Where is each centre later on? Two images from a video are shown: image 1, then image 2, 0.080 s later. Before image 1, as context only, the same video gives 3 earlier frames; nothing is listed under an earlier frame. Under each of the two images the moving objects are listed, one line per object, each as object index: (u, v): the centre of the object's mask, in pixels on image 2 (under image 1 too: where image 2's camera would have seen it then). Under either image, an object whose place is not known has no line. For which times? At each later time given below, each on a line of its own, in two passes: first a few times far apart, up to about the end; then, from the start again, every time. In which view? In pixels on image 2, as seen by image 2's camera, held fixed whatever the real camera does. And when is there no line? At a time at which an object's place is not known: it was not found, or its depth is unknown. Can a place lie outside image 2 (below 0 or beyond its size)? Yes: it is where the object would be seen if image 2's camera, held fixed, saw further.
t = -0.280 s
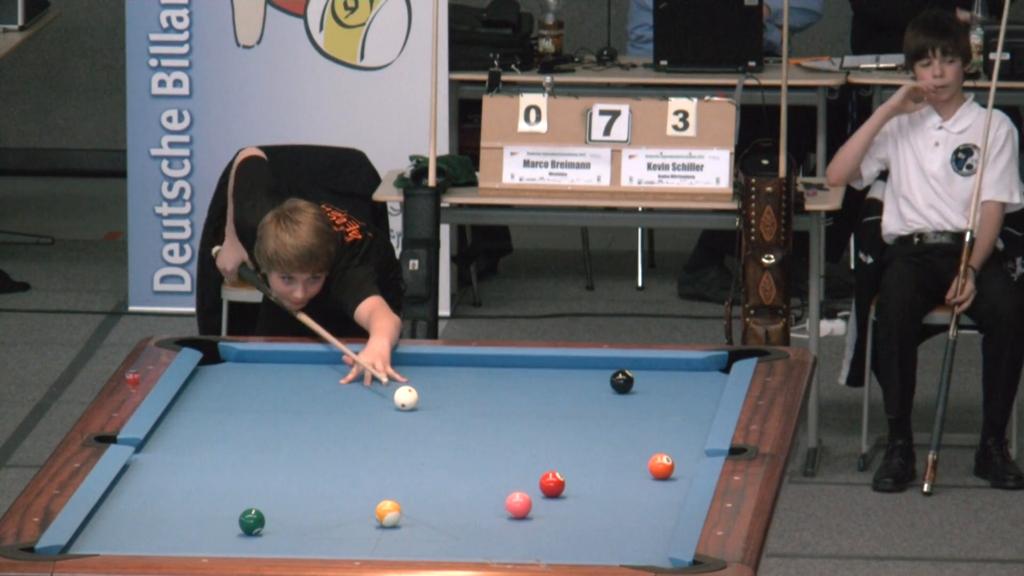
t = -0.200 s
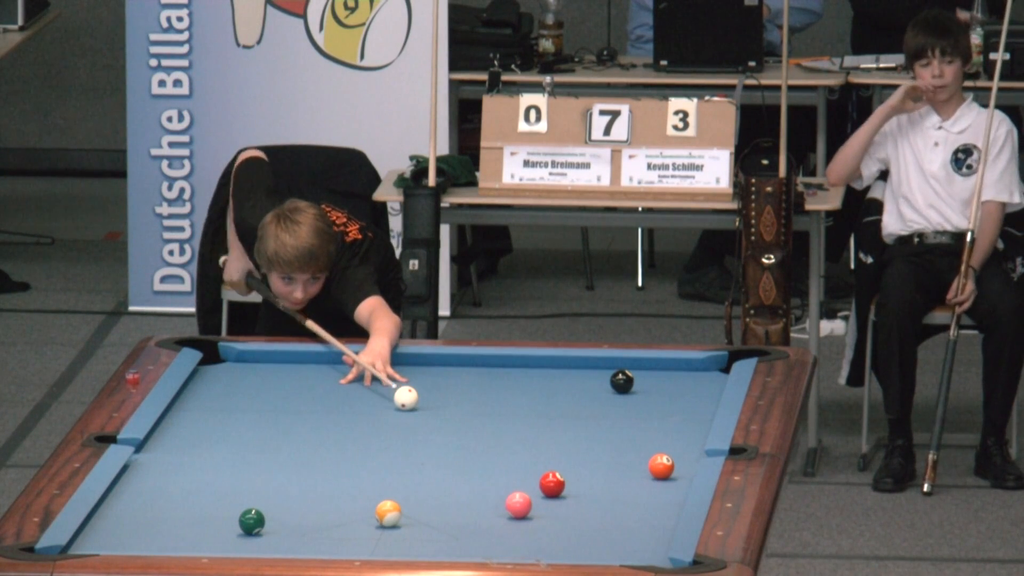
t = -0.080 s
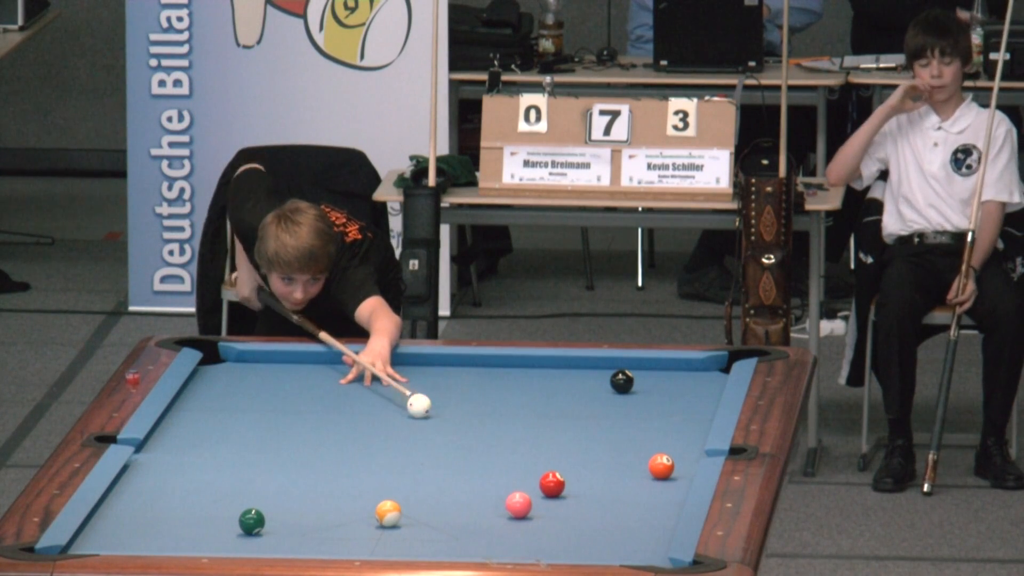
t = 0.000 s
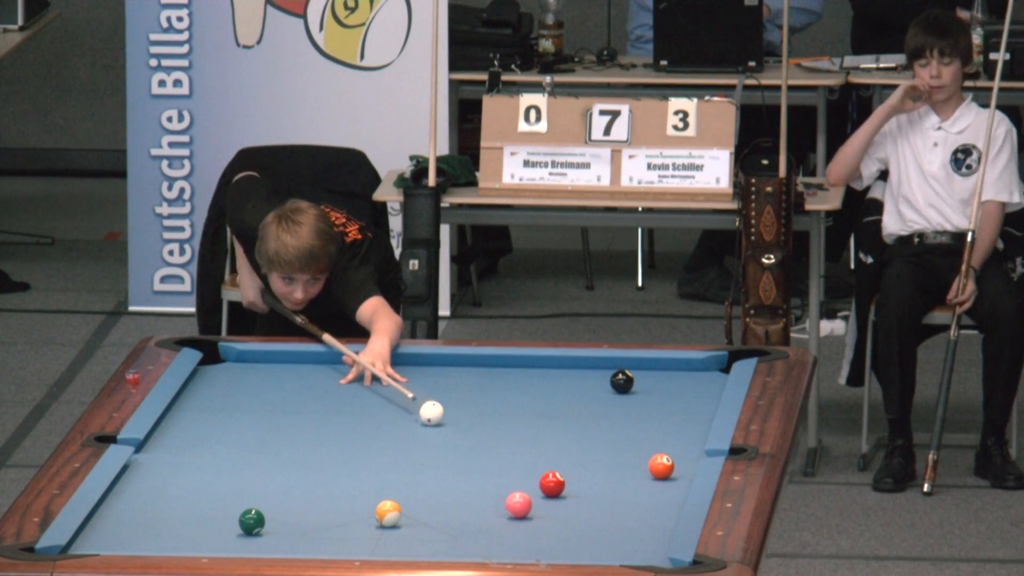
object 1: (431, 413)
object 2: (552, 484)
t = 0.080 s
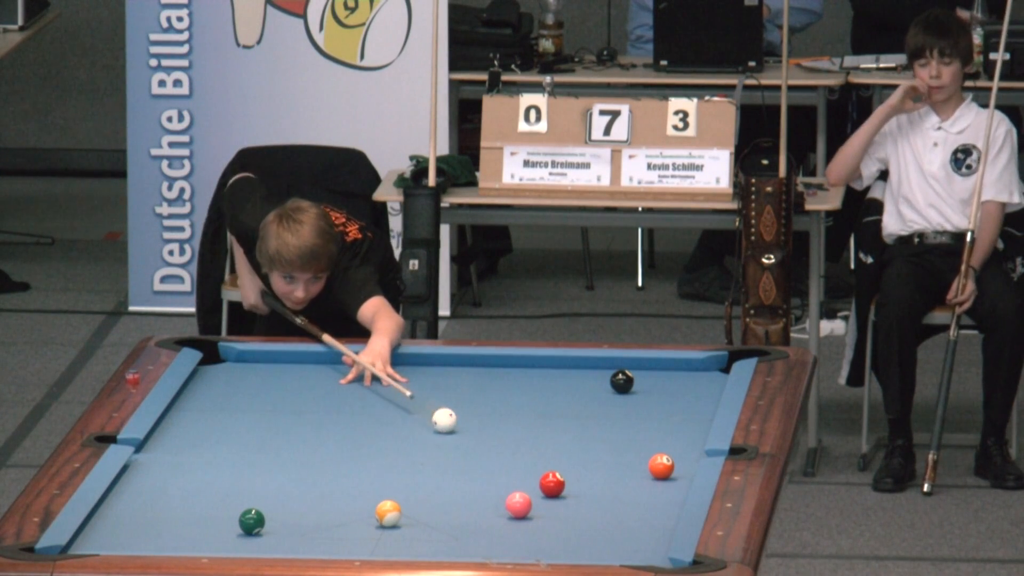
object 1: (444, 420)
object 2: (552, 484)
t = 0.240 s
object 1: (470, 435)
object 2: (552, 484)
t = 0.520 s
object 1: (515, 461)
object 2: (552, 484)
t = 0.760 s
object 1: (547, 476)
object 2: (556, 488)
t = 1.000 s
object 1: (569, 482)
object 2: (573, 504)
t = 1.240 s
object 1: (589, 488)
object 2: (587, 519)
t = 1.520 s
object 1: (609, 493)
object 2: (604, 536)
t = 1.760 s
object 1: (625, 497)
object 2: (618, 549)
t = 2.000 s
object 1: (638, 500)
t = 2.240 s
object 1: (651, 503)
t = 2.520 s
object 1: (664, 507)
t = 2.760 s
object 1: (669, 509)
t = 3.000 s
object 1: (665, 510)
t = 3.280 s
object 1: (661, 510)
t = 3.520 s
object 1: (659, 510)
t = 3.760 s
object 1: (659, 510)
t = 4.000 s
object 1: (659, 510)
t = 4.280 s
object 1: (659, 510)
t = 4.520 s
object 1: (659, 510)
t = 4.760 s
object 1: (659, 510)
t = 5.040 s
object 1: (659, 510)
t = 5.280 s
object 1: (659, 510)
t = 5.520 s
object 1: (659, 510)
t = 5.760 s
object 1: (659, 510)
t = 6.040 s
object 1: (659, 510)
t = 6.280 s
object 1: (659, 510)
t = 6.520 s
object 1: (659, 510)
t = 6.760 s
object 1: (659, 510)
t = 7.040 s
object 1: (659, 510)
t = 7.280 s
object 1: (659, 510)
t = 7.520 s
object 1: (659, 510)
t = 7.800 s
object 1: (659, 510)
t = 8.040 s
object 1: (659, 510)
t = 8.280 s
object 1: (659, 510)
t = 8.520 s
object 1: (659, 510)
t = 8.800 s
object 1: (659, 510)
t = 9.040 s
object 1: (659, 510)
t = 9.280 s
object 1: (659, 510)
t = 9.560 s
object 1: (659, 510)
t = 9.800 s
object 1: (659, 510)
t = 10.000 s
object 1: (659, 510)
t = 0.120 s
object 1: (450, 424)
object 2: (552, 484)
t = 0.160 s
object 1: (457, 428)
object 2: (552, 484)
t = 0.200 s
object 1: (463, 431)
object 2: (552, 484)
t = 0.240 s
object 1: (470, 435)
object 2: (552, 484)
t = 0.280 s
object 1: (476, 439)
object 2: (552, 484)
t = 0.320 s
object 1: (482, 443)
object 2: (552, 484)
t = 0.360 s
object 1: (489, 446)
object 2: (552, 484)
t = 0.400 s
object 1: (495, 450)
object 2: (552, 484)
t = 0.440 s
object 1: (502, 454)
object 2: (552, 484)
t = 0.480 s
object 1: (508, 458)
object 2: (552, 484)
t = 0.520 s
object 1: (515, 461)
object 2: (552, 484)
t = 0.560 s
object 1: (521, 465)
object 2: (552, 484)
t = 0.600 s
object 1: (528, 469)
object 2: (552, 484)
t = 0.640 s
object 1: (533, 472)
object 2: (552, 484)
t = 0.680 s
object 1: (538, 474)
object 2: (552, 484)
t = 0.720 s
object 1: (543, 475)
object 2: (552, 485)
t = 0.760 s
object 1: (547, 476)
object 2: (556, 488)
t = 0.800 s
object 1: (551, 476)
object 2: (559, 491)
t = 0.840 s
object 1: (554, 478)
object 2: (562, 495)
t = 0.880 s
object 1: (559, 478)
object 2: (565, 497)
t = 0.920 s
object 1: (562, 480)
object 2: (568, 500)
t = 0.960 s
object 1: (566, 481)
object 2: (570, 502)
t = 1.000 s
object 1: (569, 482)
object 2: (573, 504)
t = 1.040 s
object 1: (573, 483)
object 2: (575, 506)
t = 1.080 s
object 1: (576, 485)
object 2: (577, 509)
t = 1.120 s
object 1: (580, 486)
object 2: (580, 512)
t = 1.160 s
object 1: (582, 487)
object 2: (582, 514)
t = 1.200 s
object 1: (586, 488)
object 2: (585, 517)
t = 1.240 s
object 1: (589, 488)
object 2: (587, 519)
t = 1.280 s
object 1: (592, 489)
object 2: (589, 522)
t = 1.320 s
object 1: (595, 490)
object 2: (592, 524)
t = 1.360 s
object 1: (598, 491)
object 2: (594, 527)
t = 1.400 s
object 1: (601, 491)
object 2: (597, 529)
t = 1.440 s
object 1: (603, 492)
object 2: (599, 531)
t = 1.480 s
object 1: (606, 493)
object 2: (602, 534)
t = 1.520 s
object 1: (609, 493)
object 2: (604, 536)
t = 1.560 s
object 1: (611, 494)
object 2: (606, 539)
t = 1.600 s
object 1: (614, 495)
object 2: (609, 541)
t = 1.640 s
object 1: (617, 495)
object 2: (611, 544)
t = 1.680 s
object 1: (619, 496)
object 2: (613, 546)
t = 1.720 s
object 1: (622, 497)
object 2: (616, 548)
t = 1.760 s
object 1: (625, 497)
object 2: (618, 549)
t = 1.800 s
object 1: (627, 498)
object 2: (621, 551)
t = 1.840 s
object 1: (629, 498)
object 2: (623, 552)
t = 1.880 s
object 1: (632, 499)
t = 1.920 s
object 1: (634, 499)
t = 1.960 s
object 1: (636, 500)
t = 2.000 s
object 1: (638, 500)
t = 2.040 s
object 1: (640, 501)
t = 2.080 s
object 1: (642, 502)
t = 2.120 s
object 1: (644, 502)
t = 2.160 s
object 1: (647, 503)
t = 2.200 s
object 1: (649, 503)
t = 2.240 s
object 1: (651, 503)
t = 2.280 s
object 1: (653, 505)
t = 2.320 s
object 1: (655, 505)
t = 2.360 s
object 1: (656, 505)
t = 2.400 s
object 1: (658, 506)
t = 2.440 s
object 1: (660, 506)
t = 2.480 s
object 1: (662, 507)
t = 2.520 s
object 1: (664, 507)
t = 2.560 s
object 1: (666, 507)
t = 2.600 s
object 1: (667, 508)
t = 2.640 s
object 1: (669, 508)
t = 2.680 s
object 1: (670, 508)
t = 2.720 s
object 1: (670, 509)
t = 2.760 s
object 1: (669, 509)
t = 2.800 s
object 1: (669, 509)
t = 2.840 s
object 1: (668, 509)
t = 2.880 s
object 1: (668, 510)
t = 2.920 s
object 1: (667, 509)
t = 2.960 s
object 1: (666, 510)
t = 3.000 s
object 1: (665, 510)
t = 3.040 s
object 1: (664, 510)
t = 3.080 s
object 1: (664, 510)
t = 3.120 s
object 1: (663, 510)
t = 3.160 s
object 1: (662, 510)
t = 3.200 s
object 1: (662, 510)
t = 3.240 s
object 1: (661, 510)
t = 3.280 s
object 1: (661, 510)
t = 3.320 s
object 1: (661, 510)
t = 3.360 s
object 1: (661, 510)
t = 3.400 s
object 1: (660, 510)
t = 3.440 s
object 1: (660, 510)
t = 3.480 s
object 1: (659, 510)
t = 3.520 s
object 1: (659, 510)
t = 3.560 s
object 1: (659, 510)
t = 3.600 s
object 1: (659, 510)
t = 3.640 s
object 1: (659, 510)
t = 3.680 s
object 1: (659, 510)
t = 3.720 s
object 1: (659, 510)
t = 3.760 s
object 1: (659, 510)
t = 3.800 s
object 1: (659, 510)
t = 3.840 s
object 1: (659, 510)
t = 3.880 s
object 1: (659, 510)
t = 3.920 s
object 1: (659, 510)
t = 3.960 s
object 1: (659, 510)
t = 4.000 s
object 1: (659, 510)
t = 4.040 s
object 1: (659, 510)
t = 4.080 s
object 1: (659, 510)
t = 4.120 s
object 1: (659, 510)
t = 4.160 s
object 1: (659, 510)
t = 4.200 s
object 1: (659, 510)
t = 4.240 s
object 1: (659, 510)
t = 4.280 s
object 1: (659, 510)
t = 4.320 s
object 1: (659, 510)
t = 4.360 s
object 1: (659, 510)
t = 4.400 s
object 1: (659, 510)
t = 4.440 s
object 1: (659, 510)
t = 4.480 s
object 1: (659, 510)
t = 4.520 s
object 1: (659, 510)
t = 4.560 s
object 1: (659, 510)
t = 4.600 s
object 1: (659, 510)
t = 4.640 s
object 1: (659, 510)
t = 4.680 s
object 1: (659, 510)
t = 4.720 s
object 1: (659, 510)
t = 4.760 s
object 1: (659, 510)
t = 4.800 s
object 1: (659, 510)
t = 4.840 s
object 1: (659, 510)
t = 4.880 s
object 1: (659, 510)
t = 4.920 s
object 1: (659, 510)
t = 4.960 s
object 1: (659, 510)
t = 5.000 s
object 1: (659, 510)
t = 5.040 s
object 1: (659, 510)
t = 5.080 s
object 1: (659, 510)
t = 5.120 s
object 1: (659, 510)
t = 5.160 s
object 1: (659, 510)
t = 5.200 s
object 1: (659, 510)
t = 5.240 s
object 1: (659, 510)
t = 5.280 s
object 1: (659, 510)
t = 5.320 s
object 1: (659, 510)
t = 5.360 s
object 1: (659, 510)
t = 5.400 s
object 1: (659, 510)
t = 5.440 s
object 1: (659, 510)
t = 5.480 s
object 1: (659, 510)
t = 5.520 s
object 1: (659, 510)
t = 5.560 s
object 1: (659, 510)
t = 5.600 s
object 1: (659, 510)
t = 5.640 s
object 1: (659, 510)
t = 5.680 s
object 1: (659, 510)
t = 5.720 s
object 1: (659, 510)
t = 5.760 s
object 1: (659, 510)
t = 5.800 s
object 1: (659, 510)
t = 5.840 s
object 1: (659, 510)
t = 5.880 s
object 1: (659, 510)
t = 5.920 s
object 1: (659, 510)
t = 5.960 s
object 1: (659, 510)
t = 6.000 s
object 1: (659, 510)
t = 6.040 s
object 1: (659, 510)
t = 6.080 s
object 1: (659, 510)
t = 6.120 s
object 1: (659, 510)
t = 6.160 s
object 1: (659, 510)
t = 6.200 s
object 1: (659, 510)
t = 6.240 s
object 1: (659, 510)
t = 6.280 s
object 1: (659, 510)
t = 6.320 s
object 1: (659, 510)
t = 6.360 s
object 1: (659, 510)
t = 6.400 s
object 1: (659, 510)
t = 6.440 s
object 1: (659, 510)
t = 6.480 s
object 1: (659, 510)
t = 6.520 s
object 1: (659, 510)
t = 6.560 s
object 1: (659, 510)
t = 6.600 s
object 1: (659, 510)
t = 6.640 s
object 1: (659, 510)
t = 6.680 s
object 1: (659, 510)
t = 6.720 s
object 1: (659, 510)
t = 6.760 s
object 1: (659, 510)
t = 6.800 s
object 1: (659, 510)
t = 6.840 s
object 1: (659, 510)
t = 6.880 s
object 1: (659, 510)
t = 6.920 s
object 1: (659, 510)
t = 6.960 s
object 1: (659, 510)
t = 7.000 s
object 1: (659, 510)
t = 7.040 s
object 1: (659, 510)
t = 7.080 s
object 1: (659, 510)
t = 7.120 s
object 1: (659, 510)
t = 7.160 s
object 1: (659, 510)
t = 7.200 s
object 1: (659, 510)
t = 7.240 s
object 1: (659, 510)
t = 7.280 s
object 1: (659, 510)
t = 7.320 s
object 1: (659, 510)
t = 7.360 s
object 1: (659, 510)
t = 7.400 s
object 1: (659, 510)
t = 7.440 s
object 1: (659, 510)
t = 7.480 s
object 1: (659, 510)
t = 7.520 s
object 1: (659, 510)
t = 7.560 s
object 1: (659, 510)
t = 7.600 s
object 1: (659, 510)
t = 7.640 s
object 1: (659, 510)
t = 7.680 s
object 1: (659, 510)
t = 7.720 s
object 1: (659, 510)
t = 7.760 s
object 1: (659, 510)
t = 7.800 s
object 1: (659, 510)
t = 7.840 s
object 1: (659, 510)
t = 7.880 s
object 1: (659, 510)
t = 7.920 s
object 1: (659, 510)
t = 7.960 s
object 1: (659, 510)
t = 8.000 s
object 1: (659, 510)
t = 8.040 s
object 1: (659, 510)
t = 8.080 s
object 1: (659, 510)
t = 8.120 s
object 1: (659, 510)
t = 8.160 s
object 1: (659, 510)
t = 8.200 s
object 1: (659, 510)
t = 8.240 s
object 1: (659, 510)
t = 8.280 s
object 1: (659, 510)
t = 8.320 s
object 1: (659, 510)
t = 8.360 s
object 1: (659, 510)
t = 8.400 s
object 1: (659, 510)
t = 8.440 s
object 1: (659, 510)
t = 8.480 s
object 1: (659, 510)
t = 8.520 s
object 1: (659, 510)
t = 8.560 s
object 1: (659, 510)
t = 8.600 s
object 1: (659, 510)
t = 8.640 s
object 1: (659, 510)
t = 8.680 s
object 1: (659, 510)
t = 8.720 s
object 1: (659, 510)
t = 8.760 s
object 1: (659, 510)
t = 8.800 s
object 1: (659, 510)
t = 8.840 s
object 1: (659, 510)
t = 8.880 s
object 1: (659, 510)
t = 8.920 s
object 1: (659, 510)
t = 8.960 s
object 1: (659, 510)
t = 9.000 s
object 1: (659, 510)
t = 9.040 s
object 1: (659, 510)
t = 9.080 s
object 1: (659, 510)
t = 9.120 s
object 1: (659, 510)
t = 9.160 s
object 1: (659, 510)
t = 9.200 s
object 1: (659, 510)
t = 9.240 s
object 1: (659, 510)
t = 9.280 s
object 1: (659, 510)
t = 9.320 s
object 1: (659, 510)
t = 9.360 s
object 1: (659, 510)
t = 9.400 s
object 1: (659, 510)
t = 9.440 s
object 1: (659, 510)
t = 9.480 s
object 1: (659, 510)
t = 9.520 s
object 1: (659, 510)
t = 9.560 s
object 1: (659, 510)
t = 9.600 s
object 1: (659, 510)
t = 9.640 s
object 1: (659, 510)
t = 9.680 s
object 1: (659, 510)
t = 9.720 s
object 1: (659, 510)
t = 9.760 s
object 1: (659, 510)
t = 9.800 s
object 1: (659, 510)
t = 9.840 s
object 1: (659, 510)
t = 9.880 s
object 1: (659, 510)
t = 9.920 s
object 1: (659, 510)
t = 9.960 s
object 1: (659, 510)
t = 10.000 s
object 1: (659, 510)
